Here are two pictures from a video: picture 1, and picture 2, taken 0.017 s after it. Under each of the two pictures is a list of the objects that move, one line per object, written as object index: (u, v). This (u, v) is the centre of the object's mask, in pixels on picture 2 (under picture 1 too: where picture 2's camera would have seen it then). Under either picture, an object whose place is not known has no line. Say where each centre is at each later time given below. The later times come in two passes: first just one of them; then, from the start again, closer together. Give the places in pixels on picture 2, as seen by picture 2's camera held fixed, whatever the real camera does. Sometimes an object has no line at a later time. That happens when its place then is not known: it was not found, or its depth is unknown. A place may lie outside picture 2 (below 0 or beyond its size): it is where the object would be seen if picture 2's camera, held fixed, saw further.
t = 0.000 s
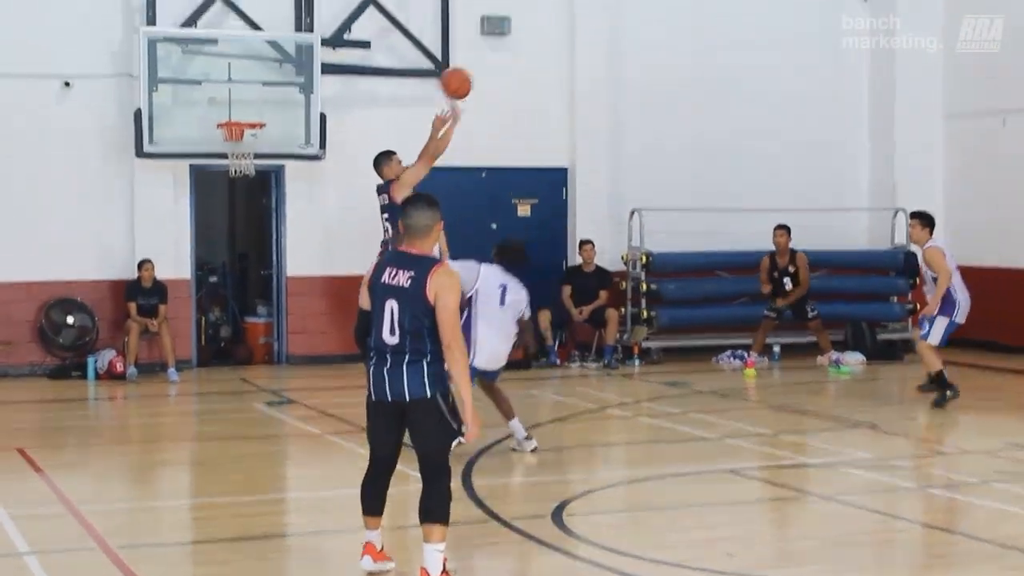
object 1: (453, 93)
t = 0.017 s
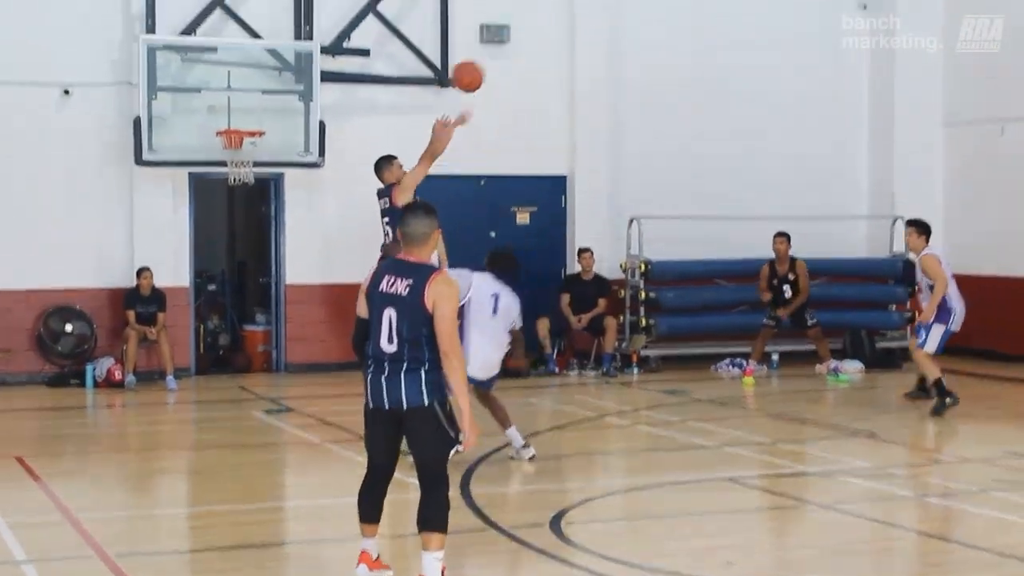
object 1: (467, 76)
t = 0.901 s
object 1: (1175, -196)
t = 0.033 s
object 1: (480, 61)
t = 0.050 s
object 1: (492, 47)
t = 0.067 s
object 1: (504, 34)
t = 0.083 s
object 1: (517, 20)
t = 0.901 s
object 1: (1175, -196)
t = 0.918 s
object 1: (1190, -191)
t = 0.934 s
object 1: (1204, -184)
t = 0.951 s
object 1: (1219, -178)
